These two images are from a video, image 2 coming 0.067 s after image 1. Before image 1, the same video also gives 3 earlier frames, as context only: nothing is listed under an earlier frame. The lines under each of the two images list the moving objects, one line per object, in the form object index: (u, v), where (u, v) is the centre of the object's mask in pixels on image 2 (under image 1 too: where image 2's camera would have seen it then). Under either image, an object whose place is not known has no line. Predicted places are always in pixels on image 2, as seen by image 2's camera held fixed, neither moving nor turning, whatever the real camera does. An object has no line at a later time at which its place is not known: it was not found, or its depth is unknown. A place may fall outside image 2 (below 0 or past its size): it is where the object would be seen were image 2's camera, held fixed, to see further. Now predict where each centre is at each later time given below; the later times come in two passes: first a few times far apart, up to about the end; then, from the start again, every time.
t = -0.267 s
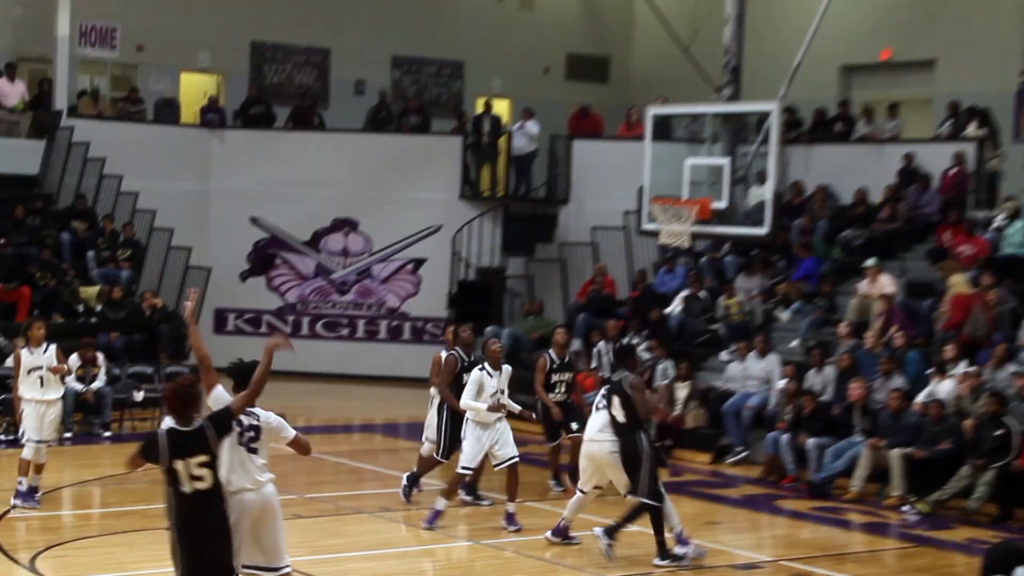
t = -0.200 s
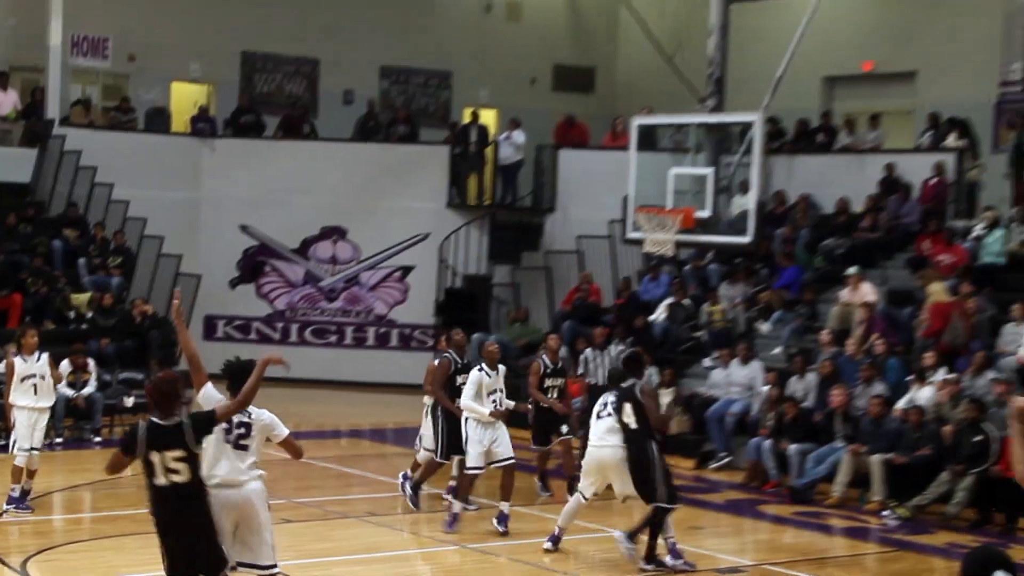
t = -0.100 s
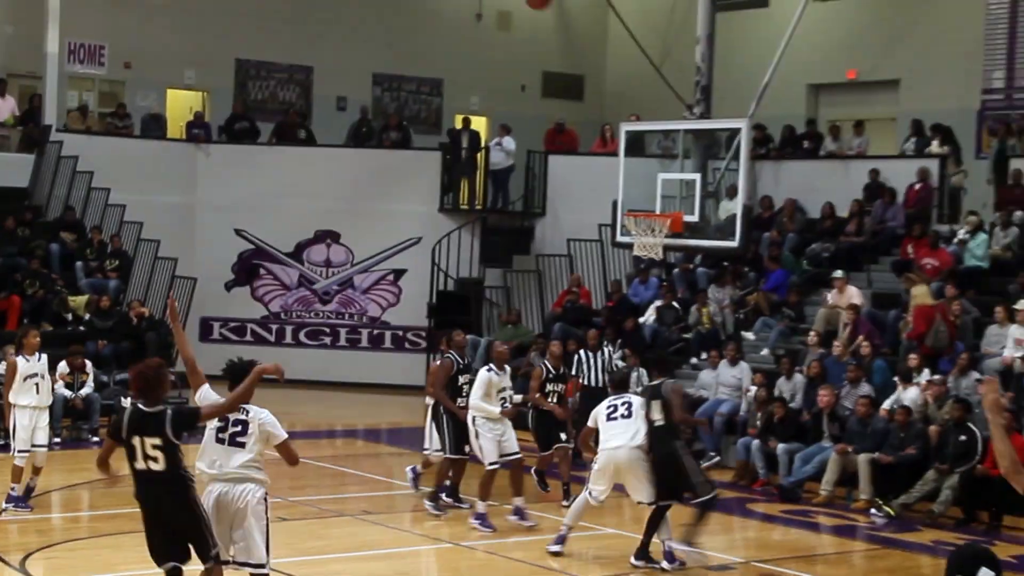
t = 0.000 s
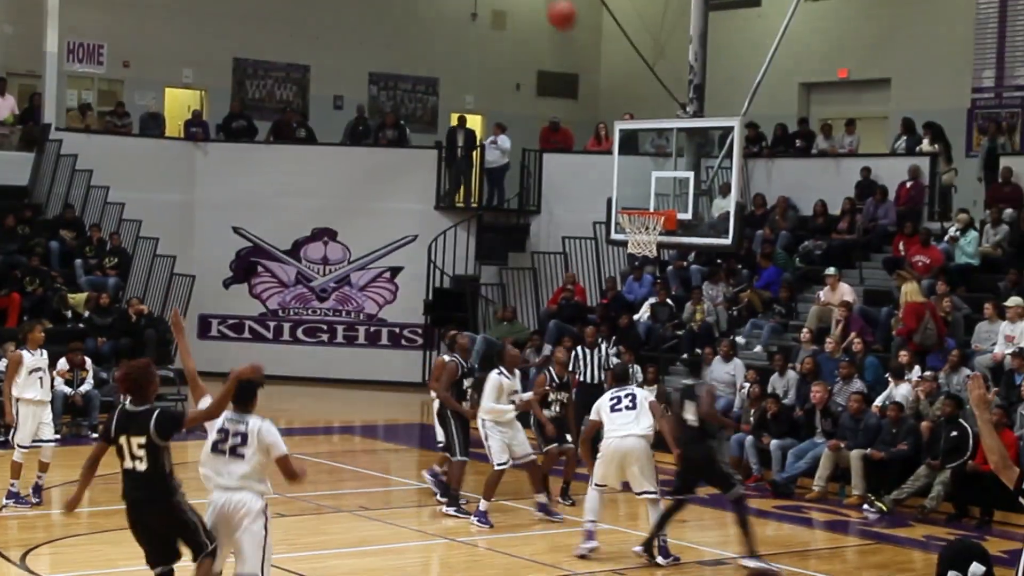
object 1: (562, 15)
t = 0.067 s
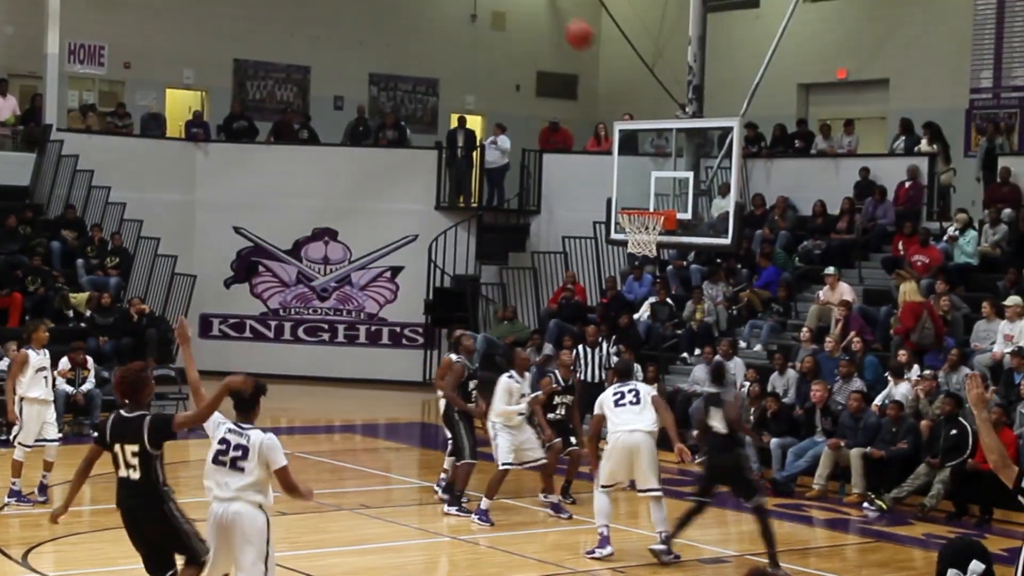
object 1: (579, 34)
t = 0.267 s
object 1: (628, 112)
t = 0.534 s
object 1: (665, 159)
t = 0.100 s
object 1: (588, 45)
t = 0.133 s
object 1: (595, 56)
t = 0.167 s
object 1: (604, 69)
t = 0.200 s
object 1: (613, 84)
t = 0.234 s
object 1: (621, 99)
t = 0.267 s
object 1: (628, 112)
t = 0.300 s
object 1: (636, 132)
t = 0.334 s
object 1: (644, 148)
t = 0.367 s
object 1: (650, 164)
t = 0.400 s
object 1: (658, 187)
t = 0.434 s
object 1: (663, 199)
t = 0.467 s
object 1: (665, 187)
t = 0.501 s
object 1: (667, 172)
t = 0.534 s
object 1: (665, 159)
